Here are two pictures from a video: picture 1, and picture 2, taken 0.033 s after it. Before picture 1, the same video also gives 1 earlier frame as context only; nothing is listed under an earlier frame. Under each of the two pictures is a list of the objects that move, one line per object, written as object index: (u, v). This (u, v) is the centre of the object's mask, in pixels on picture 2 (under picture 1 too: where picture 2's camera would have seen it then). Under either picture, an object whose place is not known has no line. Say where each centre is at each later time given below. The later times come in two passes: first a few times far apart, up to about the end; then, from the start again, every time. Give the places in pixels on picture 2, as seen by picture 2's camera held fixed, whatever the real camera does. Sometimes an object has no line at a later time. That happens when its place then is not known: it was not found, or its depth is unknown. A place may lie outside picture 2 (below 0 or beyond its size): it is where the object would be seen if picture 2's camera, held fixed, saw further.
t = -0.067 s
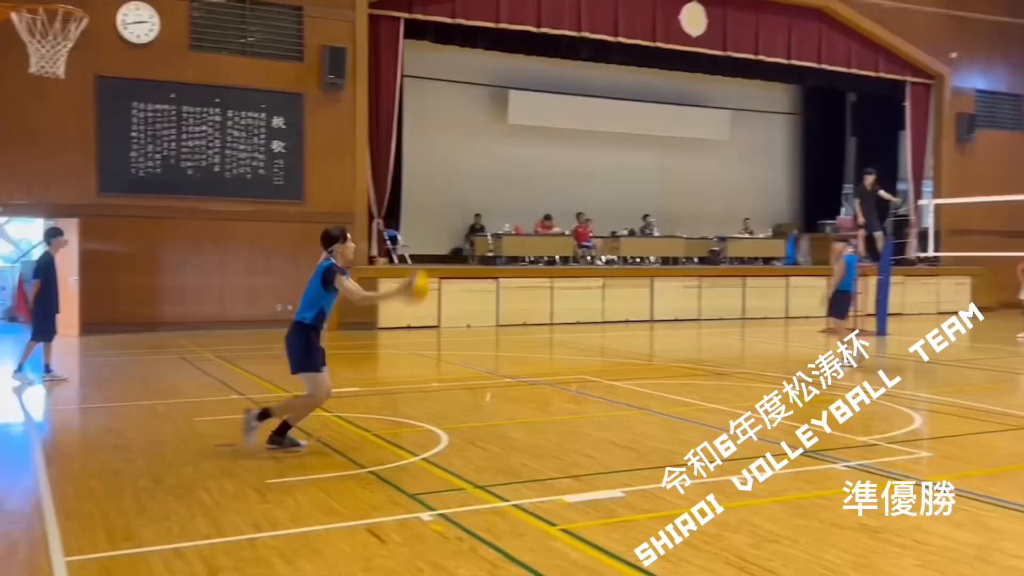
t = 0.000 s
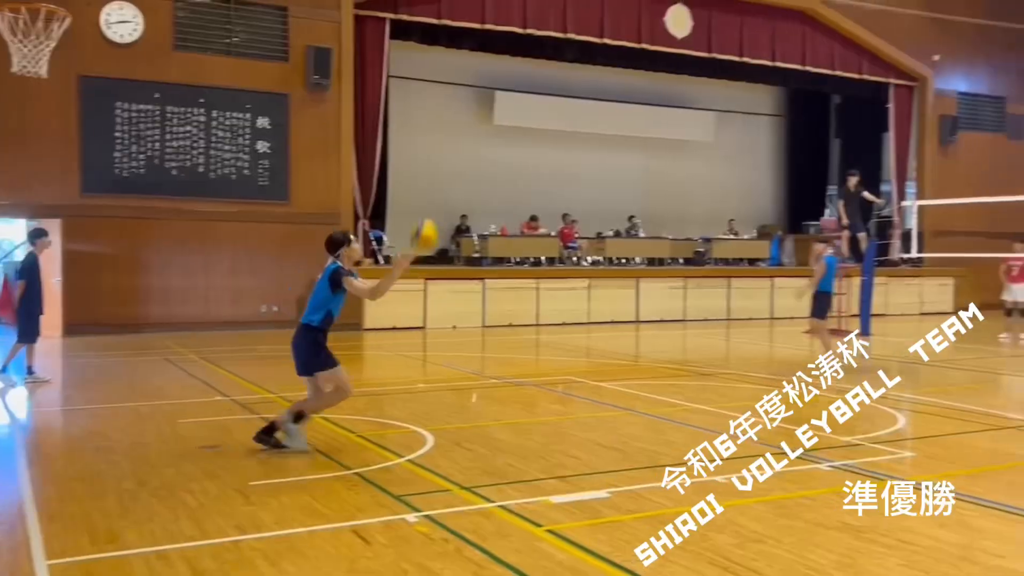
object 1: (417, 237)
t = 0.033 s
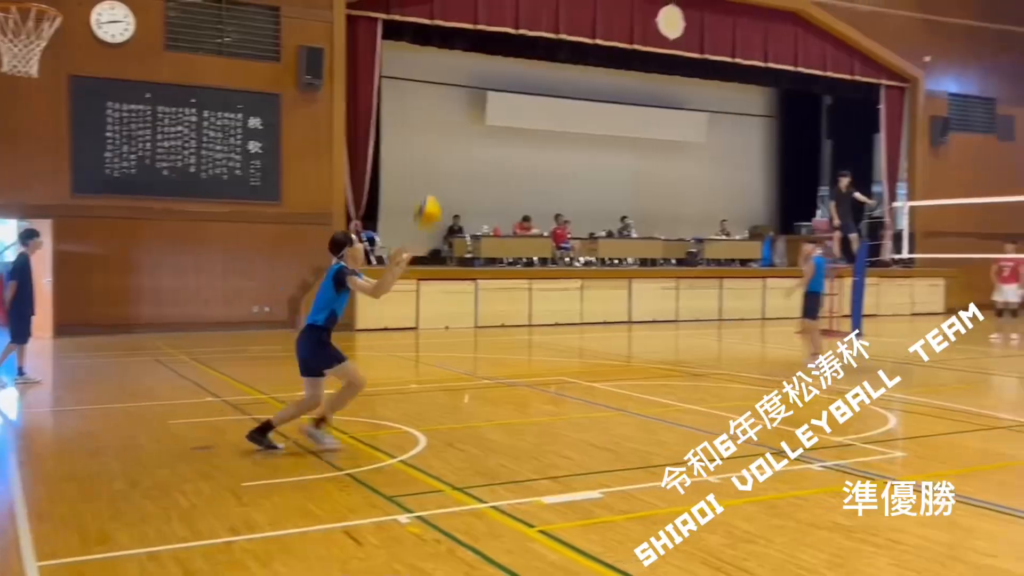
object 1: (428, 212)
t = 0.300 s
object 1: (509, 80)
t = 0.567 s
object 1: (583, 45)
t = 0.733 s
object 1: (627, 67)
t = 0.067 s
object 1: (438, 190)
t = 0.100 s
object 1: (449, 170)
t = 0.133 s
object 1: (460, 152)
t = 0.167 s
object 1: (470, 134)
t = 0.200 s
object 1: (479, 118)
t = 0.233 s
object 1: (488, 104)
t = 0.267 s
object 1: (499, 91)
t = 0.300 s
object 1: (509, 80)
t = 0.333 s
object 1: (519, 71)
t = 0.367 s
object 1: (528, 63)
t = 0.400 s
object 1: (537, 57)
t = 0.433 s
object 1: (547, 51)
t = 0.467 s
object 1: (556, 48)
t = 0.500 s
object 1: (565, 45)
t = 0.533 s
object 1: (574, 44)
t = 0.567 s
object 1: (583, 45)
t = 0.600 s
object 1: (592, 47)
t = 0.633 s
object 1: (601, 50)
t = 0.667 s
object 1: (609, 54)
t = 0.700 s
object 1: (618, 60)
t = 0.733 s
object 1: (627, 67)
